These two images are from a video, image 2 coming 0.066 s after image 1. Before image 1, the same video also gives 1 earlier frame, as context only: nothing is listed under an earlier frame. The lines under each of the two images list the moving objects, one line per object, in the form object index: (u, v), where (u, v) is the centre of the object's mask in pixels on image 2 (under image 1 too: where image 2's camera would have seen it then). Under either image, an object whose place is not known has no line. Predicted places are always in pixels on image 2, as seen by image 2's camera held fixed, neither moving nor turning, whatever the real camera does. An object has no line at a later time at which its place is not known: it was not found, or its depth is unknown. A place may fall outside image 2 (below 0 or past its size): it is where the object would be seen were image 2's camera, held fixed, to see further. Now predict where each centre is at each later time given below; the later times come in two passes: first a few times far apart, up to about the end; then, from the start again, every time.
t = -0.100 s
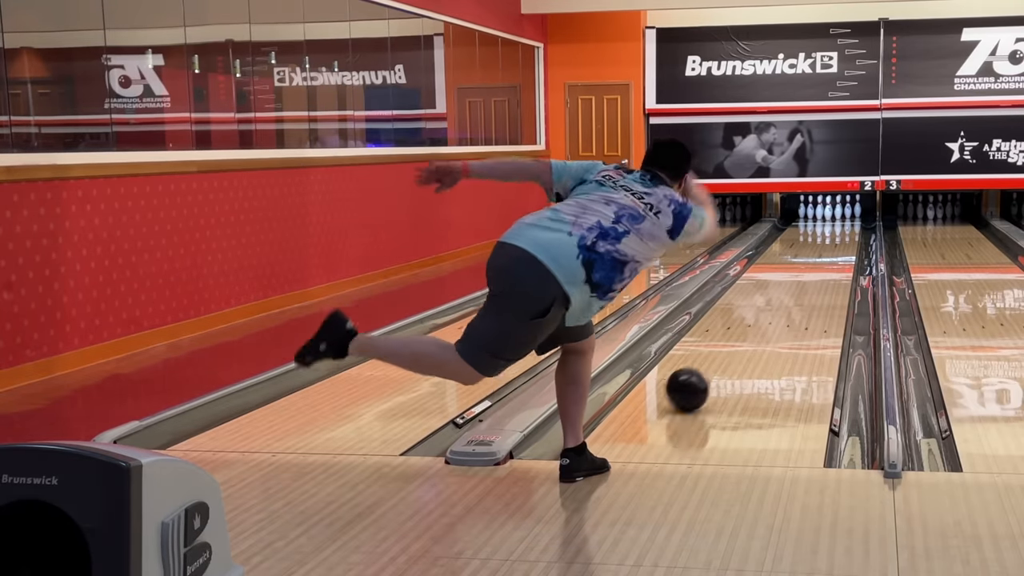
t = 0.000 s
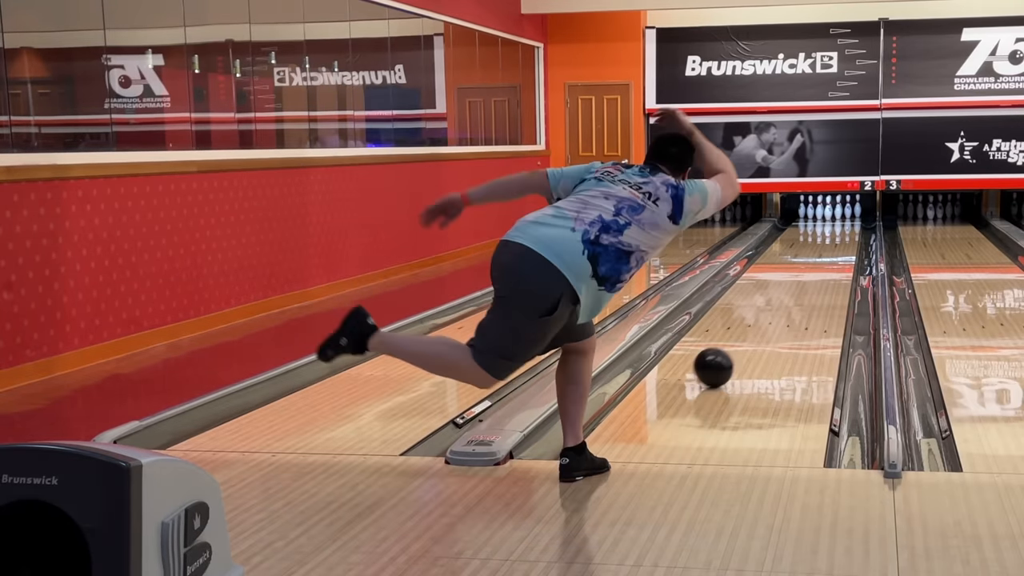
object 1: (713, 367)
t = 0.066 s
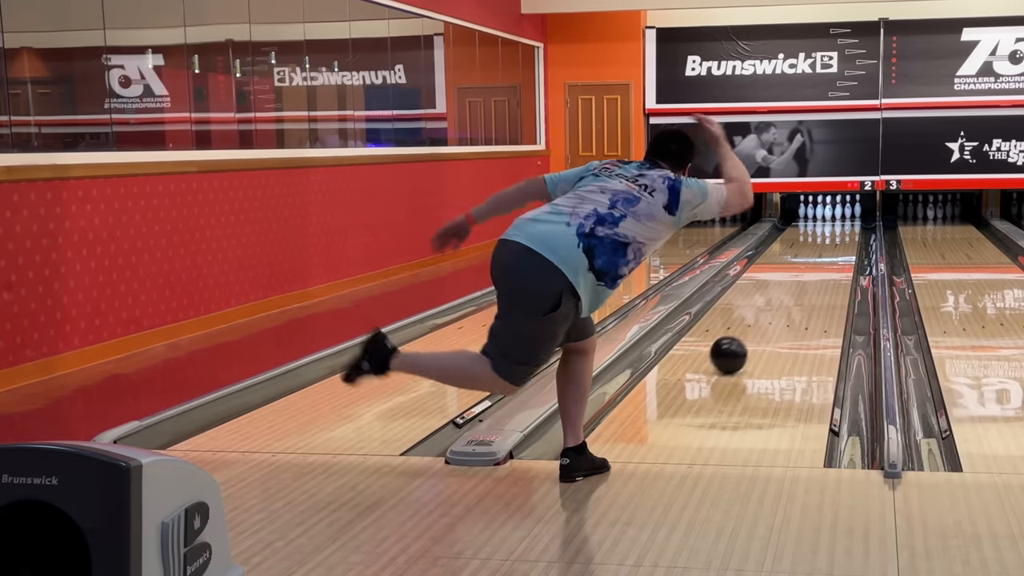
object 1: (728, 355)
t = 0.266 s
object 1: (764, 324)
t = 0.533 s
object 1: (798, 295)
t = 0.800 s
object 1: (821, 273)
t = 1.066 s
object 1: (838, 257)
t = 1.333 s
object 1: (848, 244)
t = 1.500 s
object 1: (852, 237)
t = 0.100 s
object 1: (735, 349)
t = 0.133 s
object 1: (741, 343)
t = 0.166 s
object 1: (747, 338)
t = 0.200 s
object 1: (753, 333)
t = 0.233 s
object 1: (759, 328)
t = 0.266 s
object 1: (764, 324)
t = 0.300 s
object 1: (769, 320)
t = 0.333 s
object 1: (774, 316)
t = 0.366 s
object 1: (778, 312)
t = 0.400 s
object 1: (783, 308)
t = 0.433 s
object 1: (787, 305)
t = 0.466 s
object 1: (791, 301)
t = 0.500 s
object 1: (794, 298)
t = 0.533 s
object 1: (798, 295)
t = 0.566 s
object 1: (801, 292)
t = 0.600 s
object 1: (805, 288)
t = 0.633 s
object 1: (808, 286)
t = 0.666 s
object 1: (811, 283)
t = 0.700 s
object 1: (813, 280)
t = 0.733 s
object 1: (816, 278)
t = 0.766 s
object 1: (819, 275)
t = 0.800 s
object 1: (821, 273)
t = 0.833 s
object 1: (824, 271)
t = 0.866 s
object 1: (826, 268)
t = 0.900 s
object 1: (828, 266)
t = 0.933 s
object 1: (830, 264)
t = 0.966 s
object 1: (832, 262)
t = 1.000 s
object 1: (834, 260)
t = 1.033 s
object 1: (836, 259)
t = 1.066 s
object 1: (838, 257)
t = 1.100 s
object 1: (839, 255)
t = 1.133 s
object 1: (841, 253)
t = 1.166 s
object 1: (842, 252)
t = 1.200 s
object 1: (844, 250)
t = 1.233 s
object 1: (845, 248)
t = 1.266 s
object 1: (846, 247)
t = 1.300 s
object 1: (847, 246)
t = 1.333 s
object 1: (848, 244)
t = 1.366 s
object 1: (849, 243)
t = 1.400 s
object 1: (850, 242)
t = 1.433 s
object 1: (851, 240)
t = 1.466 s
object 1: (851, 239)
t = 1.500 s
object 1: (852, 237)
